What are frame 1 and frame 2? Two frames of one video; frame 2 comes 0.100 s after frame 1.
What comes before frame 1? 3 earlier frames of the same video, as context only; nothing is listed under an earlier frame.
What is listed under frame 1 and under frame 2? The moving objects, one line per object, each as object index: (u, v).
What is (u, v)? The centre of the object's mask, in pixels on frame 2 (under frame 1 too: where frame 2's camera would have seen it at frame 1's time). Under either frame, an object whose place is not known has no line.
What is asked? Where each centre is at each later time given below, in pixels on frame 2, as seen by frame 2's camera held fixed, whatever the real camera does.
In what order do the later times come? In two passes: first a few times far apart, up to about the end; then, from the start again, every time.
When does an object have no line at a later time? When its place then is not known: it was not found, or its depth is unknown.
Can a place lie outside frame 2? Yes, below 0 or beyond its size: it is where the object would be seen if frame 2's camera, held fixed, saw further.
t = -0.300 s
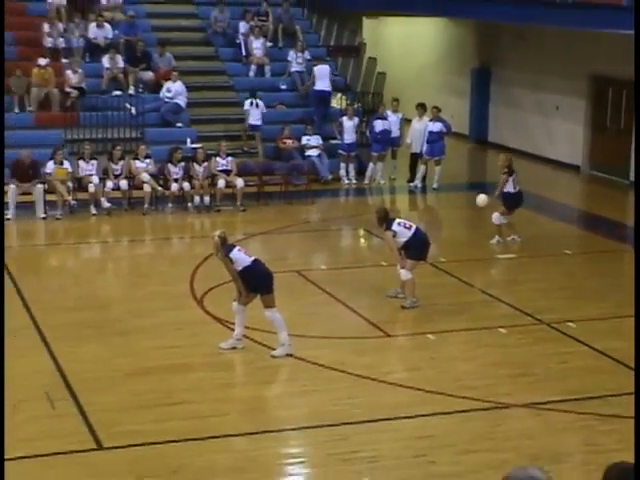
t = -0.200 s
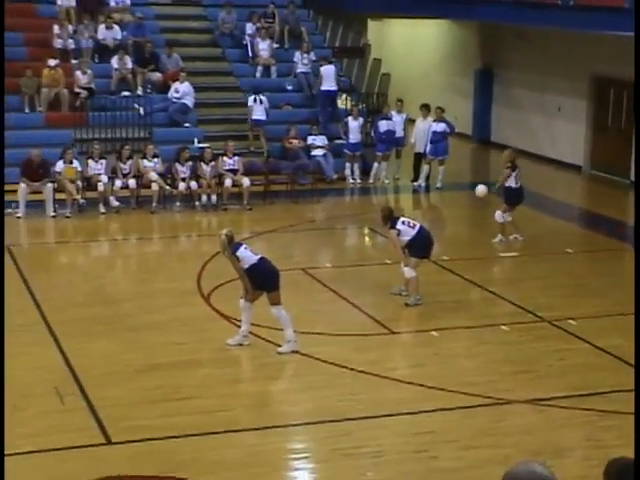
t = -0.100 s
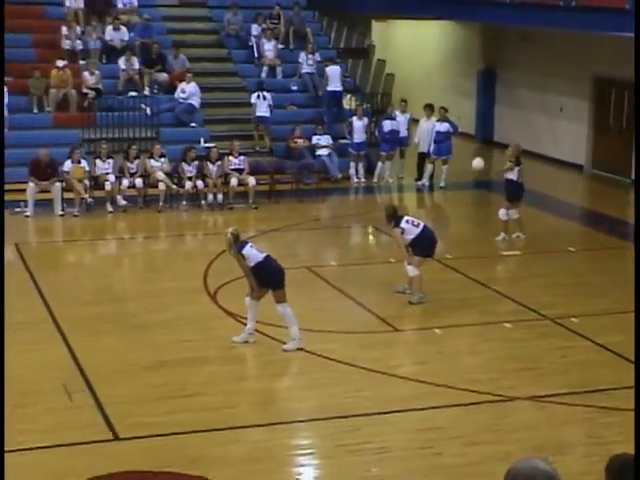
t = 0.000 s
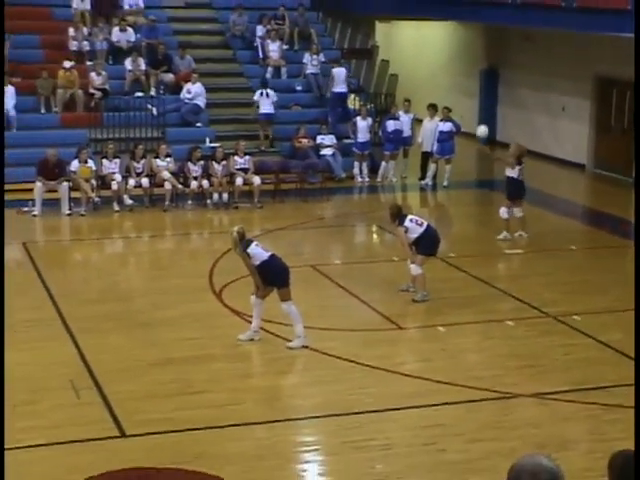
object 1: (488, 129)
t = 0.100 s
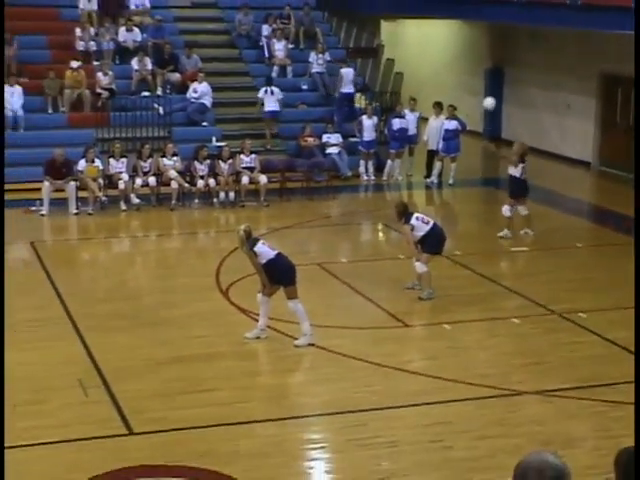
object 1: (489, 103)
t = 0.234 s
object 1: (491, 77)
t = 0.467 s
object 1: (495, 60)
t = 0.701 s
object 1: (496, 73)
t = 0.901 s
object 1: (496, 110)
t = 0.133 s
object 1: (489, 97)
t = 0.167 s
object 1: (490, 89)
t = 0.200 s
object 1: (490, 84)
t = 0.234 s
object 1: (491, 77)
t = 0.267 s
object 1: (492, 73)
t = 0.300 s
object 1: (493, 69)
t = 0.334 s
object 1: (493, 67)
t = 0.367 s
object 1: (493, 64)
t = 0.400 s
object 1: (494, 62)
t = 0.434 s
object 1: (494, 61)
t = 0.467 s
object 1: (495, 60)
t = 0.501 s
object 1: (495, 60)
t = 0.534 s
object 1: (495, 61)
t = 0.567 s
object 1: (496, 62)
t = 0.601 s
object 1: (496, 64)
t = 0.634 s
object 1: (496, 67)
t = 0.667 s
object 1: (496, 70)
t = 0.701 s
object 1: (496, 73)
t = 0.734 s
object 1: (496, 78)
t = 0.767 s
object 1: (496, 84)
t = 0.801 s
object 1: (496, 89)
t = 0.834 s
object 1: (496, 96)
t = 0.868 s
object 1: (496, 103)
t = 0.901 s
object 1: (496, 110)
